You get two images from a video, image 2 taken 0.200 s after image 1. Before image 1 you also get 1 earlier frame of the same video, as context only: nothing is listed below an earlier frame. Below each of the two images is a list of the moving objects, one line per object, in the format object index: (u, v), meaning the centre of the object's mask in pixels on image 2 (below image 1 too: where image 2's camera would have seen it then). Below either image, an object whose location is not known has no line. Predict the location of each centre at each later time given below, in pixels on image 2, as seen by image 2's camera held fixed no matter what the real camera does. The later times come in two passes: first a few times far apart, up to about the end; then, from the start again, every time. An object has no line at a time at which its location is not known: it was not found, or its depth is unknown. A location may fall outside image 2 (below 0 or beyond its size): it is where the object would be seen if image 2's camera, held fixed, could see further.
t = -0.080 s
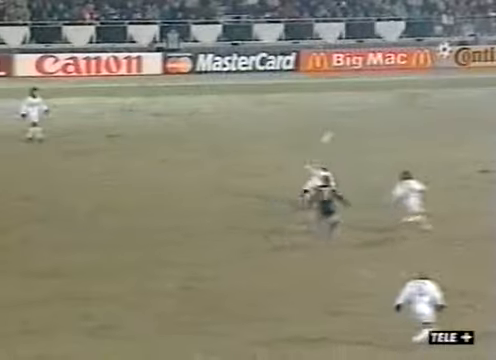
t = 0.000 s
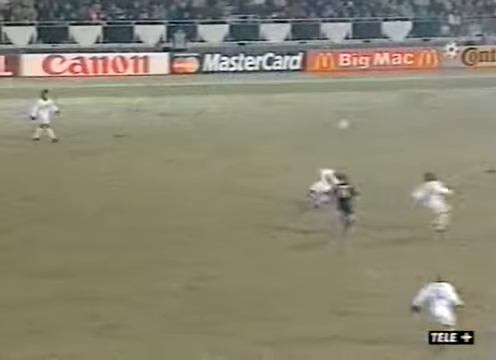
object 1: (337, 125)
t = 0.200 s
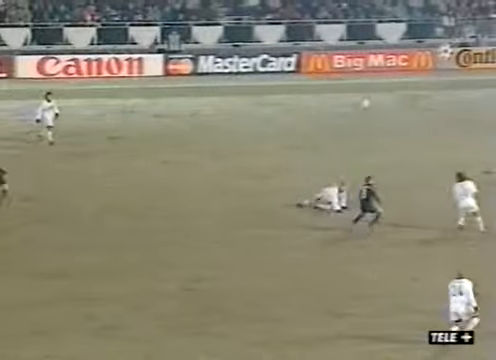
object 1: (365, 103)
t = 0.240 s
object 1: (370, 101)
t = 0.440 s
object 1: (403, 97)
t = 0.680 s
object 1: (438, 116)
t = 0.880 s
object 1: (470, 153)
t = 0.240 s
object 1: (370, 101)
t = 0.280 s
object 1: (376, 99)
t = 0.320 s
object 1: (382, 97)
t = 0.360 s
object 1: (388, 97)
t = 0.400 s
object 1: (393, 97)
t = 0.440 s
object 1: (403, 97)
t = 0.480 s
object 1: (408, 99)
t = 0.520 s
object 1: (413, 101)
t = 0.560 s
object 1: (419, 104)
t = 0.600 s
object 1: (426, 107)
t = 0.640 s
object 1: (432, 111)
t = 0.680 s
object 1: (438, 116)
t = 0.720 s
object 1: (445, 122)
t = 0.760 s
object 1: (452, 129)
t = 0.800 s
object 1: (458, 136)
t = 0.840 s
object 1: (464, 143)
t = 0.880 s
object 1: (470, 153)
